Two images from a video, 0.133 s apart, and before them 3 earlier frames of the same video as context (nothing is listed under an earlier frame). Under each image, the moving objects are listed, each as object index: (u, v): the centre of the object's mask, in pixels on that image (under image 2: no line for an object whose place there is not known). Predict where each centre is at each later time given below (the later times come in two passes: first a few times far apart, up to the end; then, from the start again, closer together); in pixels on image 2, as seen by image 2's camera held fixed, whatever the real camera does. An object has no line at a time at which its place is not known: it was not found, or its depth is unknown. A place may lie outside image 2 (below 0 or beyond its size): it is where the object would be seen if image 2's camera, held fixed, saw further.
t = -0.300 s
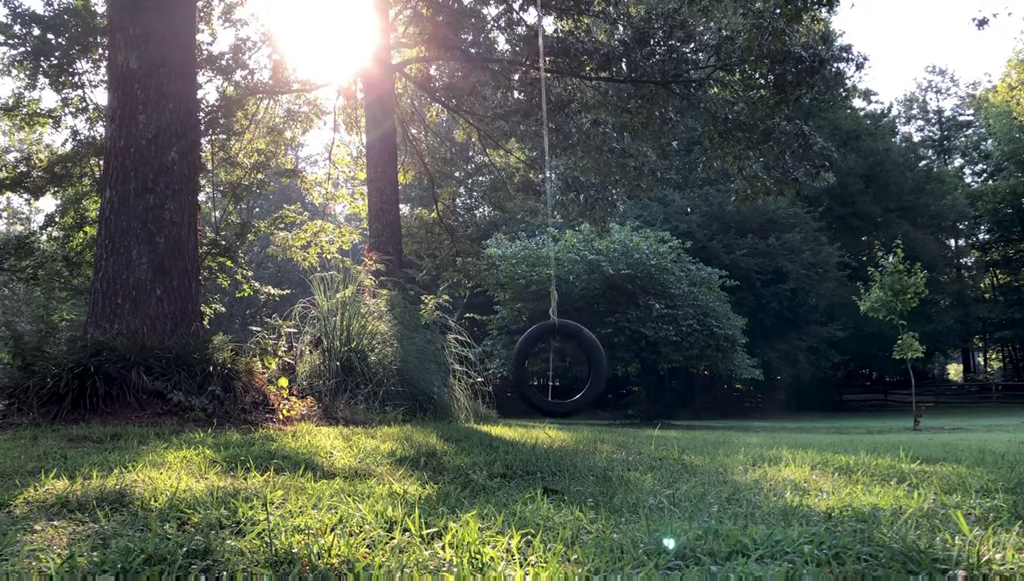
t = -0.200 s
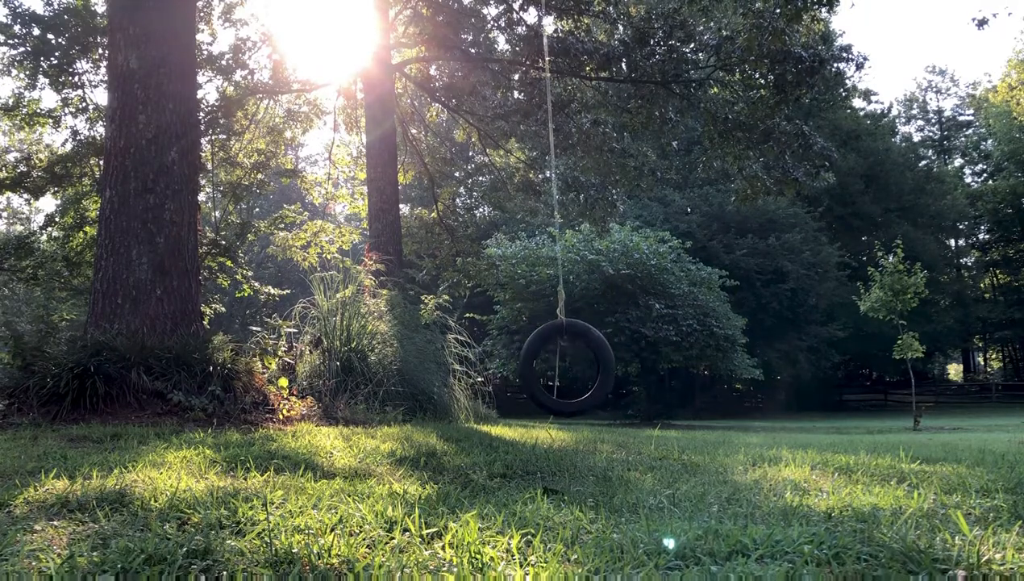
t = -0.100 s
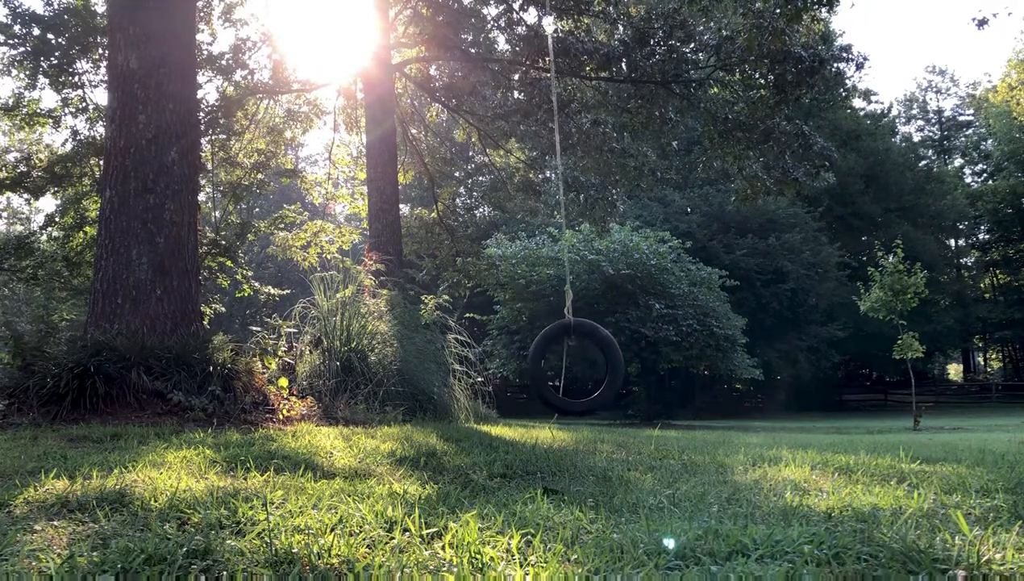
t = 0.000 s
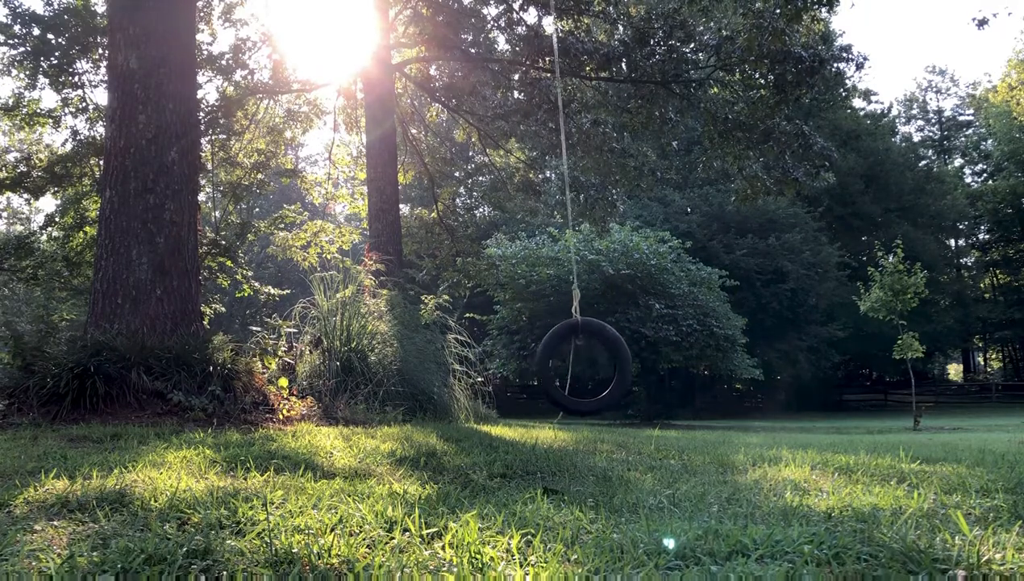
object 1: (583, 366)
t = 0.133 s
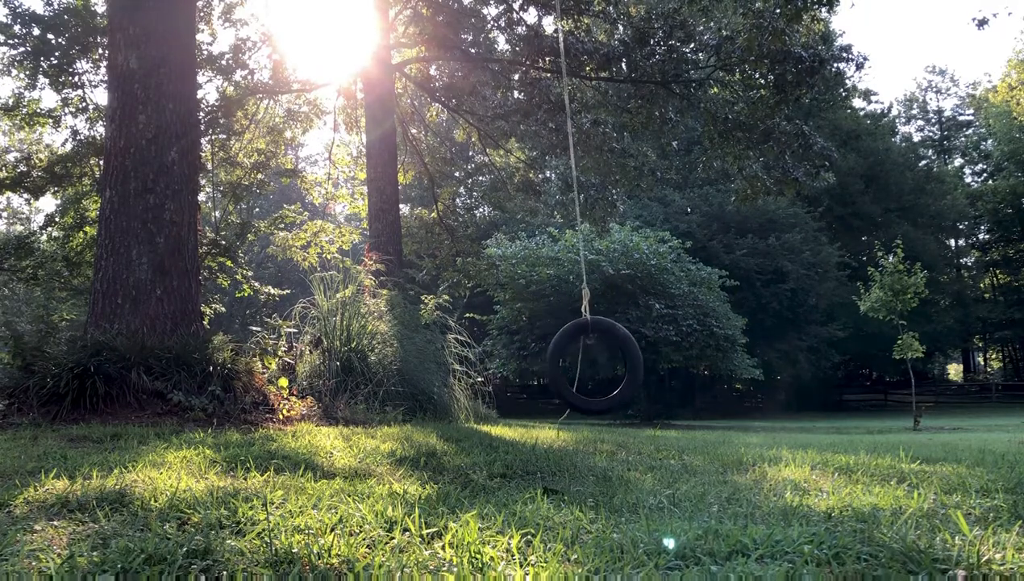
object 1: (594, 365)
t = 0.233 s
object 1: (601, 364)
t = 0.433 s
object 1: (614, 362)
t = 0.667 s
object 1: (626, 361)
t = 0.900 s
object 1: (632, 360)
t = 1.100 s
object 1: (632, 360)
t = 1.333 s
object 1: (627, 361)
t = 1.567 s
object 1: (616, 362)
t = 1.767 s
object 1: (604, 365)
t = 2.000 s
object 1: (587, 366)
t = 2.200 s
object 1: (570, 367)
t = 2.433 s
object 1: (551, 368)
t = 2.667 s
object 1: (534, 369)
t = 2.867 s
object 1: (522, 369)
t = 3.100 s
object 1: (512, 369)
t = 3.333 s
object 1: (509, 369)
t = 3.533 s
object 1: (510, 369)
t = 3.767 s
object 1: (516, 369)
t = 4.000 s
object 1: (527, 369)
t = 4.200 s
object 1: (541, 368)
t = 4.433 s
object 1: (560, 368)
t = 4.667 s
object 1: (578, 367)
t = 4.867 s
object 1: (593, 365)
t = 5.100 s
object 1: (609, 364)
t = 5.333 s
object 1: (621, 362)
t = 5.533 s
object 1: (628, 361)
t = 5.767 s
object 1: (630, 361)
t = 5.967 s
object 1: (628, 362)
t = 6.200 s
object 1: (619, 362)
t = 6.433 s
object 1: (606, 364)
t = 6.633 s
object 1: (593, 365)
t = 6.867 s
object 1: (575, 367)
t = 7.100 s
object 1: (557, 368)
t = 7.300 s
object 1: (542, 369)
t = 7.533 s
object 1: (527, 369)
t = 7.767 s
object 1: (517, 369)
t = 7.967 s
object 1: (512, 369)
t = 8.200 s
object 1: (512, 369)
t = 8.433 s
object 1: (516, 369)
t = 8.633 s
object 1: (524, 369)
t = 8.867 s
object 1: (537, 370)
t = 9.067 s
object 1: (552, 368)
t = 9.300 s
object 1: (570, 367)
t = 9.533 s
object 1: (588, 366)
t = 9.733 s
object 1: (602, 365)
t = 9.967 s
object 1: (615, 362)
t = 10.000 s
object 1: (617, 362)
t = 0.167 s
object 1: (596, 365)
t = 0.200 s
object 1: (599, 364)
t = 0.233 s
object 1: (601, 364)
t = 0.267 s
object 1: (603, 364)
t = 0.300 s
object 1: (606, 364)
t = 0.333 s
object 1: (607, 364)
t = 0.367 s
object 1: (610, 363)
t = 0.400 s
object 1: (612, 363)
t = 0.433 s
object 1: (614, 362)
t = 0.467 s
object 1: (616, 362)
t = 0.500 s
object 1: (618, 362)
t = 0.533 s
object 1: (620, 361)
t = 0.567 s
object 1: (622, 361)
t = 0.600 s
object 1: (623, 361)
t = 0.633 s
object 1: (624, 361)
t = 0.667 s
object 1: (626, 361)
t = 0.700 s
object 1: (627, 361)
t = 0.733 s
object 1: (628, 361)
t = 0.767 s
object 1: (629, 360)
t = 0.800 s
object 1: (630, 360)
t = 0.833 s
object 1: (631, 361)
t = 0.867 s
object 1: (631, 360)
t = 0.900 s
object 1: (632, 360)
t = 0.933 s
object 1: (632, 361)
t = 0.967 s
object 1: (632, 360)
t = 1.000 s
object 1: (632, 361)
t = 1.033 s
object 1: (632, 361)
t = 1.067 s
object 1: (632, 361)
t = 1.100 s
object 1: (632, 360)
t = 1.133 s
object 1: (631, 361)
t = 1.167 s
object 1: (631, 360)
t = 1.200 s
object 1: (630, 360)
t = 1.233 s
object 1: (630, 361)
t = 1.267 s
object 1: (629, 361)
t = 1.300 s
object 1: (628, 361)
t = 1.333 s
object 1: (627, 361)
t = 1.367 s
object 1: (626, 361)
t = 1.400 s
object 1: (624, 362)
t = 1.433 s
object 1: (623, 362)
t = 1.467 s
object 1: (621, 362)
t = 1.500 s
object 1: (620, 362)
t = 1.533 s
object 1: (619, 363)
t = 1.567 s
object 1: (616, 362)
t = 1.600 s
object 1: (614, 363)
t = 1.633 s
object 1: (612, 363)
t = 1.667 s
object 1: (610, 363)
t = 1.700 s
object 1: (608, 363)
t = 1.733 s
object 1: (606, 364)
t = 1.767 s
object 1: (604, 365)
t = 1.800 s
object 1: (602, 365)
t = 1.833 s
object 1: (599, 365)
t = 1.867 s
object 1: (596, 365)
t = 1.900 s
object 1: (594, 365)
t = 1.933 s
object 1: (591, 365)
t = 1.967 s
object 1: (588, 366)
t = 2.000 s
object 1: (587, 366)
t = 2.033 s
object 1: (584, 366)
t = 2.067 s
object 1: (581, 366)
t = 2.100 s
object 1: (578, 366)
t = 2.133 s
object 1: (576, 367)
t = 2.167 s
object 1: (573, 367)
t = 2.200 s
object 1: (570, 367)
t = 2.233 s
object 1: (567, 367)
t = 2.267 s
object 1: (564, 367)
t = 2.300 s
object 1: (562, 367)
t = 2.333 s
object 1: (559, 368)
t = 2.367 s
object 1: (557, 368)
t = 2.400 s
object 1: (553, 368)
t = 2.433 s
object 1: (551, 368)
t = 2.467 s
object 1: (548, 368)
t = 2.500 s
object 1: (546, 368)
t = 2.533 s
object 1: (543, 368)
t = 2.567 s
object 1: (541, 368)
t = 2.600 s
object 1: (538, 369)
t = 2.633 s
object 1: (536, 369)
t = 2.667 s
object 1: (534, 369)
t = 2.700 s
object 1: (531, 369)
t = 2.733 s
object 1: (529, 369)
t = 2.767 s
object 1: (527, 369)
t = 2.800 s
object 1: (525, 369)
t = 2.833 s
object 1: (524, 369)
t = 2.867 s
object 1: (522, 369)
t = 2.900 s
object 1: (520, 369)
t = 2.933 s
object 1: (519, 369)
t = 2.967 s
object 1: (517, 369)
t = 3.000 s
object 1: (516, 369)
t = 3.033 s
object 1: (515, 369)
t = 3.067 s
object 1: (514, 369)
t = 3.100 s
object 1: (512, 369)
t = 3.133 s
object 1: (512, 369)
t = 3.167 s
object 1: (511, 369)
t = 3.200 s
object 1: (510, 369)
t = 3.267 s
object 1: (509, 369)
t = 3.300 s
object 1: (509, 369)
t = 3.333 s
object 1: (509, 369)
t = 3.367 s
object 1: (509, 369)
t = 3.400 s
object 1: (509, 369)
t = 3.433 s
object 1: (509, 369)
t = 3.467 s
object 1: (509, 369)
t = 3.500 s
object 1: (509, 369)
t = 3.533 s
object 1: (510, 369)
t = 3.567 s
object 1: (510, 369)
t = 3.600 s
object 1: (511, 369)
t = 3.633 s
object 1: (512, 369)
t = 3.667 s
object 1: (512, 369)
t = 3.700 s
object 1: (514, 369)
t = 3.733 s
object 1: (515, 369)
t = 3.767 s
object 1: (516, 369)
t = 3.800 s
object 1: (517, 369)
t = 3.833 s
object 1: (518, 369)
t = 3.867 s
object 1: (521, 369)
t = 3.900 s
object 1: (522, 369)
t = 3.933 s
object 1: (524, 369)
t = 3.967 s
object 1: (525, 369)
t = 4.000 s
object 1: (527, 369)
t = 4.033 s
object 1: (530, 369)
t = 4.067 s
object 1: (532, 370)
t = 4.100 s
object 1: (535, 368)
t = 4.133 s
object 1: (536, 370)
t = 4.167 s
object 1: (537, 370)
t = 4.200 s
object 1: (541, 368)
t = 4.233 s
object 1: (544, 368)
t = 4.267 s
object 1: (547, 368)
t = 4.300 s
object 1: (549, 368)
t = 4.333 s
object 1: (551, 368)
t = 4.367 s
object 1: (554, 368)
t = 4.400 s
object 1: (556, 368)
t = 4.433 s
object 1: (560, 368)
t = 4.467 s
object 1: (562, 368)
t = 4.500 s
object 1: (564, 367)
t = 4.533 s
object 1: (567, 367)
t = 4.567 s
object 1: (570, 367)
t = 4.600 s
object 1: (572, 367)
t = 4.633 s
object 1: (575, 367)
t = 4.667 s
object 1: (578, 367)
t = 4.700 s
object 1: (580, 367)
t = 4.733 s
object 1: (583, 366)
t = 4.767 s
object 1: (585, 366)
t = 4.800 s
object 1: (588, 366)
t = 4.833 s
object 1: (591, 366)
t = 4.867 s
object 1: (593, 365)
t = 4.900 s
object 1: (596, 365)
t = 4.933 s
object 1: (598, 365)
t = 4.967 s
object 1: (600, 364)
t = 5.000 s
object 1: (603, 364)
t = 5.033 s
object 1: (605, 364)
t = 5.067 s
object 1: (608, 364)
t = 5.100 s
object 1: (609, 364)
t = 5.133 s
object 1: (611, 363)
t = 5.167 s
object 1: (613, 363)
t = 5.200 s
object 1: (615, 363)
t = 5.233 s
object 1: (616, 362)
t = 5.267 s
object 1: (618, 362)
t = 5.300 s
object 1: (619, 361)
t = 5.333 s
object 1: (621, 362)
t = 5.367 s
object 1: (622, 362)
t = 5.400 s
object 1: (624, 362)
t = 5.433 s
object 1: (625, 362)
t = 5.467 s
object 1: (626, 361)
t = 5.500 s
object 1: (627, 362)
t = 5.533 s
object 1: (628, 361)
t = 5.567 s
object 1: (628, 361)
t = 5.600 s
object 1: (629, 361)
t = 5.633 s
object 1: (629, 361)
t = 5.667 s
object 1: (630, 361)
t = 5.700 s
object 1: (630, 361)
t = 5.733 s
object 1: (630, 361)
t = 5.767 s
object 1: (630, 361)
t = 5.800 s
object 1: (630, 361)
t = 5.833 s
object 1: (629, 361)
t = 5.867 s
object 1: (629, 361)
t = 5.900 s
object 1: (629, 361)
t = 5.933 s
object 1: (628, 361)
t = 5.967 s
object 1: (628, 362)
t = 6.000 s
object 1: (627, 362)
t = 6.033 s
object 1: (626, 362)
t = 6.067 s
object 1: (624, 362)
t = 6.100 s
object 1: (623, 362)
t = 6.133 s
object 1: (622, 362)
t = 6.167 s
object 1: (621, 362)
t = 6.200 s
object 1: (619, 362)
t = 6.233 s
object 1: (617, 363)
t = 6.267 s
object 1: (616, 363)
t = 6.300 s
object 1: (614, 363)
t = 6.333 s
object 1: (612, 363)
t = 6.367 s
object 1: (610, 363)
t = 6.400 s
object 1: (608, 364)
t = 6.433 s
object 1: (606, 364)
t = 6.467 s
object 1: (604, 364)
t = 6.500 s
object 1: (602, 364)
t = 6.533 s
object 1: (600, 365)
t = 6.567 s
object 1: (598, 365)
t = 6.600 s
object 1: (595, 365)
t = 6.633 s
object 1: (593, 365)
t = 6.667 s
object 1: (590, 365)
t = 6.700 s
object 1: (587, 365)
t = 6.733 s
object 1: (585, 366)
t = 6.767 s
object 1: (583, 366)
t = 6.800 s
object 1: (580, 366)
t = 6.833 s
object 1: (577, 366)
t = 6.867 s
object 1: (575, 367)
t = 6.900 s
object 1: (572, 367)
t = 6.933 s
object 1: (569, 368)
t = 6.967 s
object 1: (567, 368)
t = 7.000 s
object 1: (564, 367)
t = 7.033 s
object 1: (562, 368)
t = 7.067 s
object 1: (559, 368)
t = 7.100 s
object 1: (557, 368)
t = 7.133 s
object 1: (554, 368)
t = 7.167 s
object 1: (551, 368)
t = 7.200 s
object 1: (549, 368)
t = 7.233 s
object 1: (547, 368)
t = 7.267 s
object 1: (543, 369)
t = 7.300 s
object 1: (542, 369)
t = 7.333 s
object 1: (539, 369)
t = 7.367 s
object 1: (537, 369)
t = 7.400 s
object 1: (535, 369)
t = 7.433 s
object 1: (533, 369)
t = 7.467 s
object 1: (531, 369)
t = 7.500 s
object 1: (529, 369)
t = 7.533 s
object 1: (527, 369)
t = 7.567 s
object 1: (525, 369)
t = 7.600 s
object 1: (524, 369)
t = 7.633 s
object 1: (522, 369)
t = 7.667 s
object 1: (521, 369)
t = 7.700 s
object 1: (519, 369)
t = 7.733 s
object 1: (518, 369)
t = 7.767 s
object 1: (517, 369)
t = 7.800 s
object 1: (516, 369)
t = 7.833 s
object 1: (515, 369)
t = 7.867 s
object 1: (514, 369)
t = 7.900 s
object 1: (513, 369)
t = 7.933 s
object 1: (512, 369)
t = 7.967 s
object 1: (512, 369)
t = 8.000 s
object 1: (512, 369)
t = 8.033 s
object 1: (511, 369)
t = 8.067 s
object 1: (511, 369)
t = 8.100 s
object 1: (511, 369)
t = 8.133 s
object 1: (511, 369)
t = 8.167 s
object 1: (512, 369)
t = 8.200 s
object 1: (512, 369)
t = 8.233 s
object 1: (512, 369)
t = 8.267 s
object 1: (512, 369)
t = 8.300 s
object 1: (513, 369)
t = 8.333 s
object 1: (513, 369)
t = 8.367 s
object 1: (514, 369)
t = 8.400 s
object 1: (515, 369)
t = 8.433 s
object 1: (516, 369)
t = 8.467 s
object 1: (517, 369)
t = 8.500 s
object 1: (518, 369)
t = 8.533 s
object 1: (519, 369)
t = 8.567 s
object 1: (521, 369)
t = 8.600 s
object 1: (522, 369)
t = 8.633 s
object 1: (524, 369)
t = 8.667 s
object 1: (526, 369)
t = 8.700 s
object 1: (528, 369)
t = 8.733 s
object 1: (529, 369)
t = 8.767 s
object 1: (531, 369)
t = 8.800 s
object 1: (533, 369)
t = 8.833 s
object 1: (535, 369)
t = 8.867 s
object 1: (537, 370)
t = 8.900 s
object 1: (539, 370)
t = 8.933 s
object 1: (540, 370)
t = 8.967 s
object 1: (545, 368)
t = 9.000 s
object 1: (548, 368)
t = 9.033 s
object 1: (550, 368)
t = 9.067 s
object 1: (552, 368)
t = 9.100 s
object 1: (555, 368)
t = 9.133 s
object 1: (558, 367)
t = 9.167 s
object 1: (560, 367)
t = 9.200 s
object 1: (563, 367)
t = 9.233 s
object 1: (565, 367)
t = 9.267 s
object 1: (567, 367)
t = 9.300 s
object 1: (570, 367)
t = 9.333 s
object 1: (573, 366)
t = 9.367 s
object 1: (575, 366)
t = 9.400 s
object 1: (578, 367)
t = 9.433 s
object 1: (580, 367)
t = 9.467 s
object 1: (583, 366)
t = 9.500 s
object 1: (586, 366)
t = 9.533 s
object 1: (588, 366)
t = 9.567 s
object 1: (590, 365)
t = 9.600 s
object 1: (593, 365)
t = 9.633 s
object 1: (595, 365)
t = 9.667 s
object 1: (598, 365)
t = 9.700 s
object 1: (600, 365)
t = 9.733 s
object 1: (602, 365)
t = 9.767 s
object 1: (604, 364)
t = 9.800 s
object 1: (606, 364)
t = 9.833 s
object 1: (608, 363)
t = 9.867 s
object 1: (610, 363)
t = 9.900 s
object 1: (612, 363)
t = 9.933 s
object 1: (613, 363)
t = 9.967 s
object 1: (615, 362)
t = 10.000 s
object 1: (617, 362)
